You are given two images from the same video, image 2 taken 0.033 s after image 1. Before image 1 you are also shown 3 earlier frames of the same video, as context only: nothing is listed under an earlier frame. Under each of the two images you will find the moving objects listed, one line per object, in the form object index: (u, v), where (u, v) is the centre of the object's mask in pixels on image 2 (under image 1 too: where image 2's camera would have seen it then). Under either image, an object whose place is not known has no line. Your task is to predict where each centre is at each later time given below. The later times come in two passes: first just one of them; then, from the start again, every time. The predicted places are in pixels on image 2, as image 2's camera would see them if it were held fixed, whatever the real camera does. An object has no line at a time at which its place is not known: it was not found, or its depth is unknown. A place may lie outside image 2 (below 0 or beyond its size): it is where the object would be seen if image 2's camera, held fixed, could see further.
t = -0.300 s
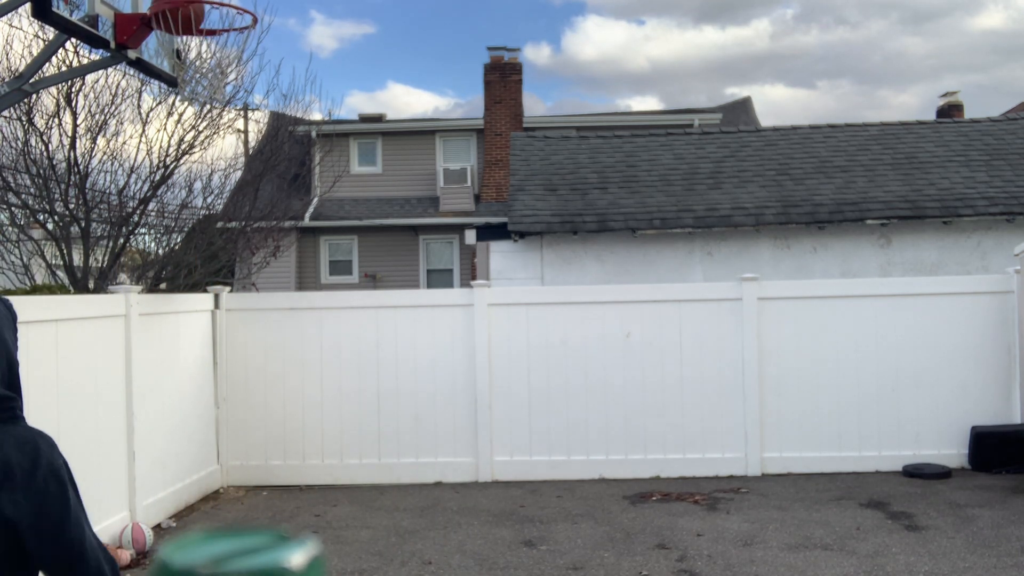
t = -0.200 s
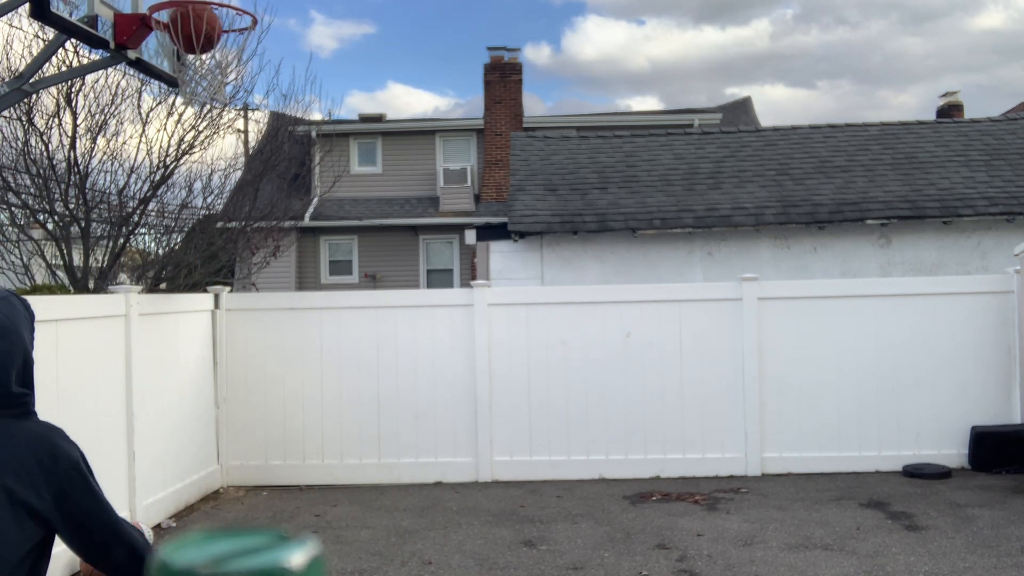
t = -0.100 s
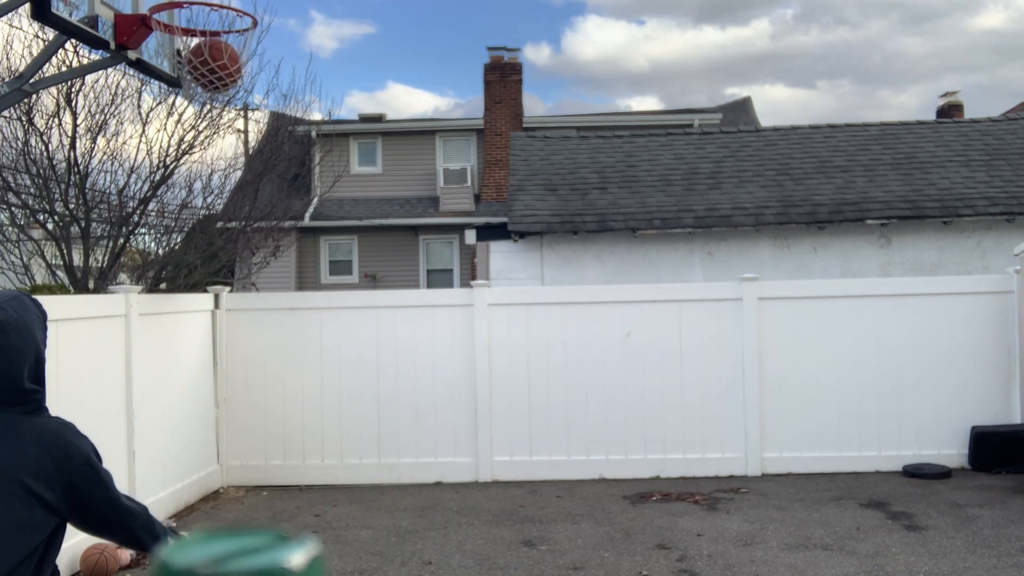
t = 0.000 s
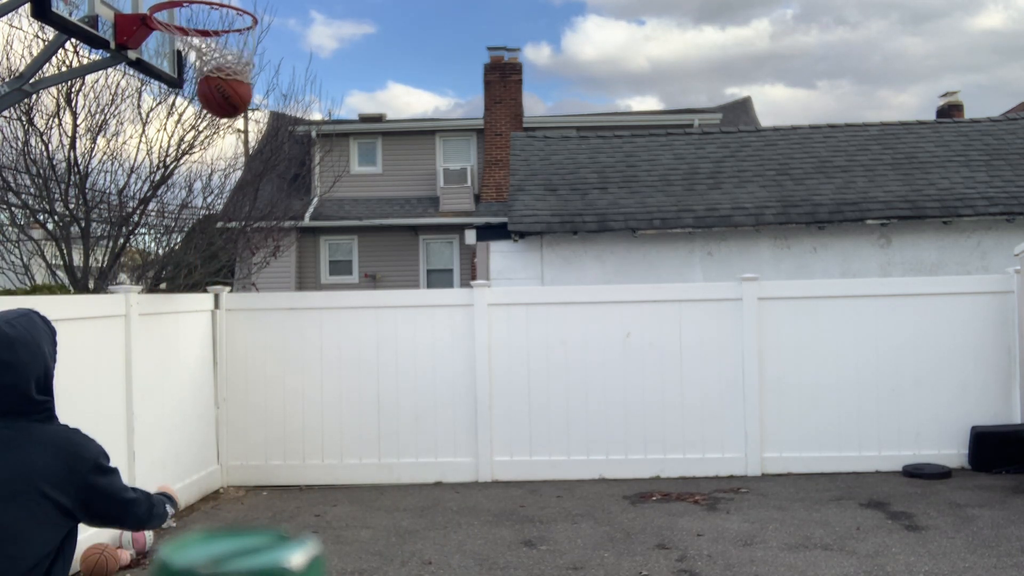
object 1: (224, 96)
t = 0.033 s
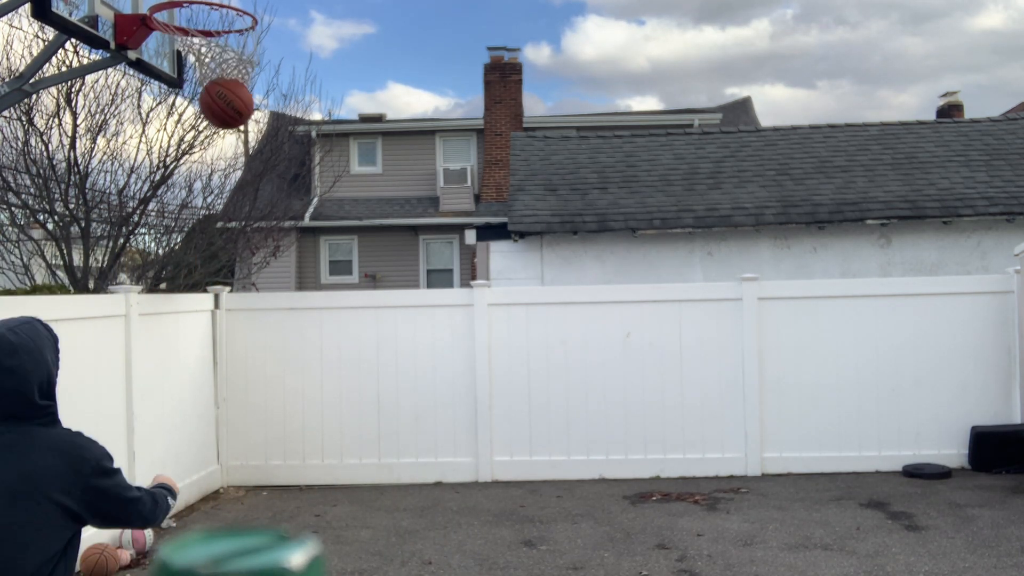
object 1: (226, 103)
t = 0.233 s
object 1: (239, 215)
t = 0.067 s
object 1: (228, 116)
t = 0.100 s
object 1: (230, 132)
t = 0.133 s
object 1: (232, 149)
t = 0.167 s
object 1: (235, 169)
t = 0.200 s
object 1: (236, 191)
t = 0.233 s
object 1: (239, 215)
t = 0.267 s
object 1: (241, 240)
